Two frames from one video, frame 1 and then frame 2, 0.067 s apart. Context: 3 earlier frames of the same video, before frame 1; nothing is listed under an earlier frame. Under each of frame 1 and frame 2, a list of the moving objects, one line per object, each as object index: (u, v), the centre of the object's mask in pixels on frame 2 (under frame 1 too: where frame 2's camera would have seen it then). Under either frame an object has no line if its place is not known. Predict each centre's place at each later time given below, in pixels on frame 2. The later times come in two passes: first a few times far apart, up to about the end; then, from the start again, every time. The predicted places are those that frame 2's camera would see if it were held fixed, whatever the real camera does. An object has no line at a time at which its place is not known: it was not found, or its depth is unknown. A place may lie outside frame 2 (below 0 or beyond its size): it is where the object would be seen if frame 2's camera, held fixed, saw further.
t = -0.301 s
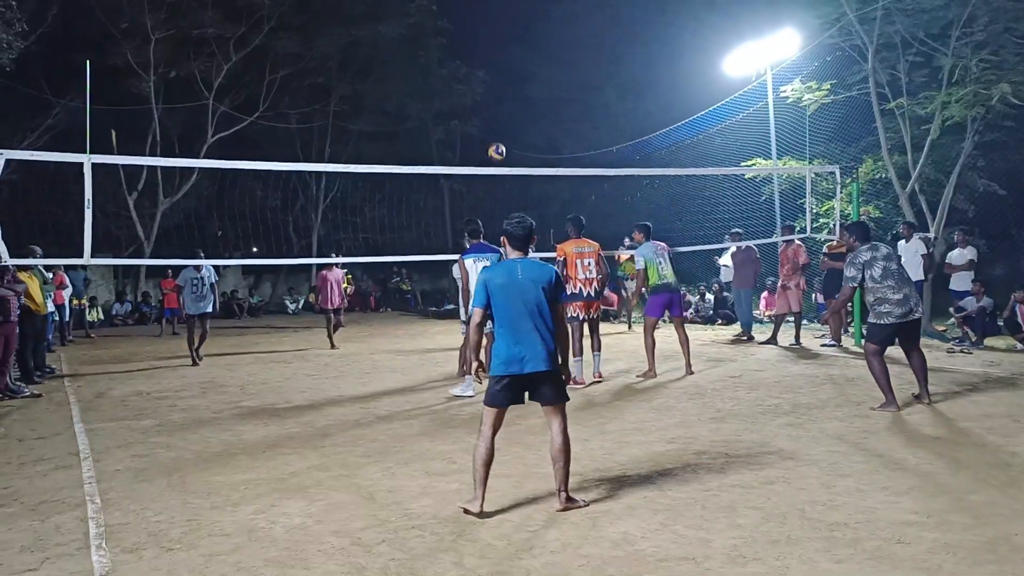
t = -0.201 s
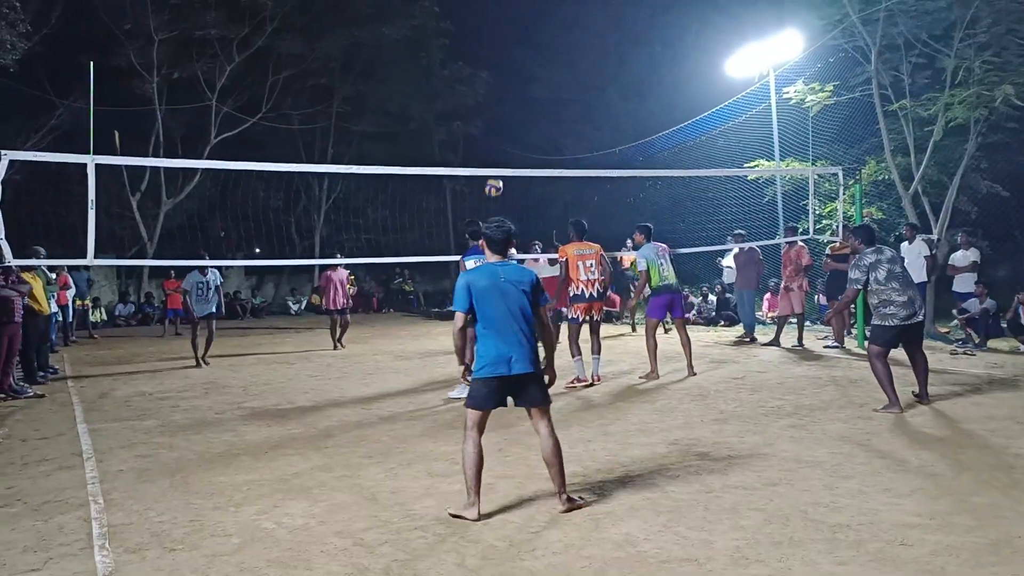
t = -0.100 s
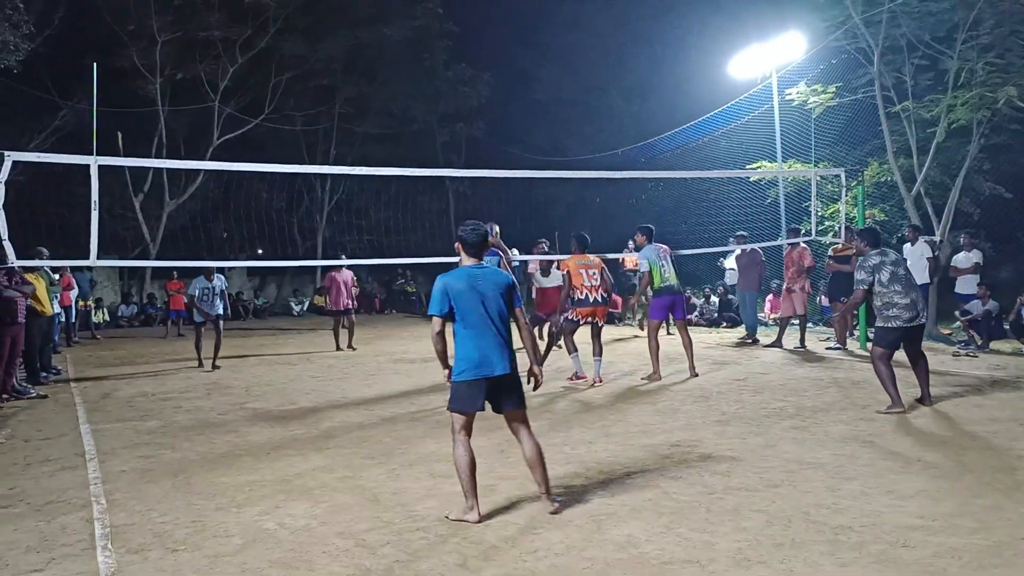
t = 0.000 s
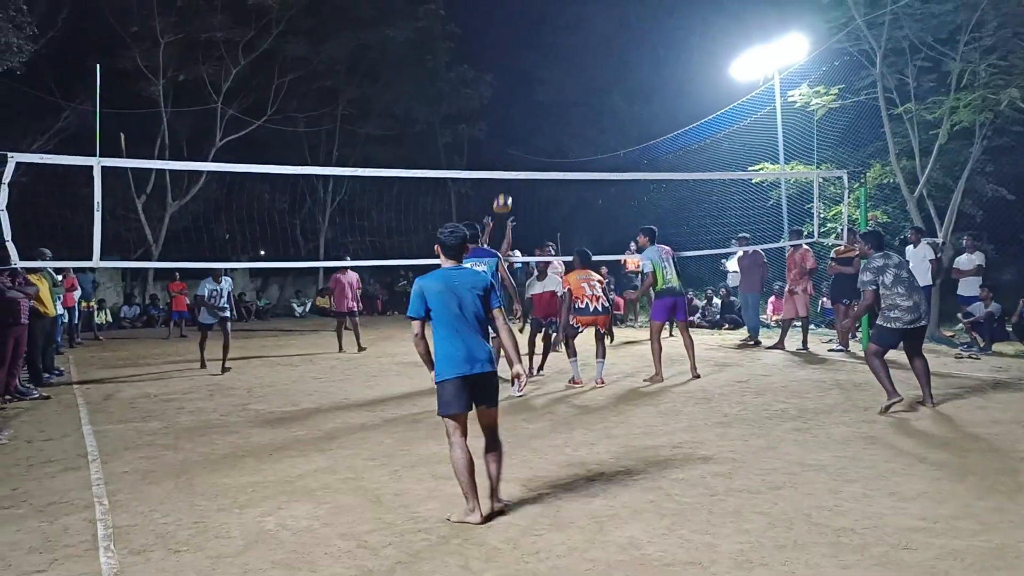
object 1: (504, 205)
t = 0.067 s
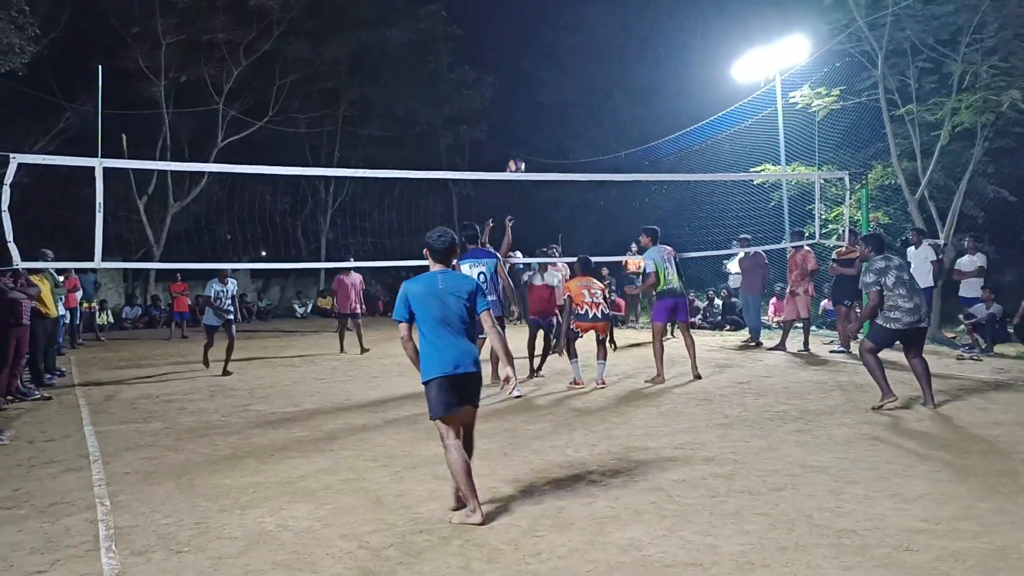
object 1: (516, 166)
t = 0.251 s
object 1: (546, 90)
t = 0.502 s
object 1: (585, 30)
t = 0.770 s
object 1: (622, 23)
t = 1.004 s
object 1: (655, 60)
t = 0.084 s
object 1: (518, 160)
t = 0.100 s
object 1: (521, 152)
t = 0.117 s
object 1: (524, 144)
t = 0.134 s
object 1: (527, 136)
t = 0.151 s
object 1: (529, 129)
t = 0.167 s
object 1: (532, 122)
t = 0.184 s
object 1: (535, 115)
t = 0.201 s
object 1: (538, 108)
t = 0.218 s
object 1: (541, 101)
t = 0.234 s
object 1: (543, 96)
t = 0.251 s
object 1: (546, 90)
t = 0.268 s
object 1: (549, 84)
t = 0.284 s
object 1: (551, 79)
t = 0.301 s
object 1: (554, 73)
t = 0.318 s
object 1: (557, 68)
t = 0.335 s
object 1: (559, 64)
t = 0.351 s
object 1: (561, 59)
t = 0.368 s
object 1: (564, 55)
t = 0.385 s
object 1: (567, 51)
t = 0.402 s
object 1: (569, 47)
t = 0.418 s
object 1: (572, 44)
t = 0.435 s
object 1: (574, 41)
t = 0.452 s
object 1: (577, 38)
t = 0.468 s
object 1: (579, 35)
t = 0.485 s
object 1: (582, 33)
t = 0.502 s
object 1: (585, 30)
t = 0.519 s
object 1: (587, 28)
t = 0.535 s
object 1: (590, 26)
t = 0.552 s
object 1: (592, 25)
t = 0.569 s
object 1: (594, 23)
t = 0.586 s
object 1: (597, 21)
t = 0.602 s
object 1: (599, 21)
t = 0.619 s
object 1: (602, 20)
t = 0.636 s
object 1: (604, 19)
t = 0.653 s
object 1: (606, 19)
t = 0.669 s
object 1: (609, 19)
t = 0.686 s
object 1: (611, 19)
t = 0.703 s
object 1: (613, 20)
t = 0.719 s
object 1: (615, 20)
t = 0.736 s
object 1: (618, 20)
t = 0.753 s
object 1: (620, 22)
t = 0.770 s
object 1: (622, 23)
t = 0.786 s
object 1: (625, 24)
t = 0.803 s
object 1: (627, 26)
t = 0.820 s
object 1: (629, 28)
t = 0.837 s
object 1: (632, 30)
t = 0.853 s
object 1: (634, 32)
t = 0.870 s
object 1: (637, 34)
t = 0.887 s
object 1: (639, 37)
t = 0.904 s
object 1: (641, 40)
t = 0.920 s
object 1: (644, 43)
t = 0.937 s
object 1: (646, 46)
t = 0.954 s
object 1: (648, 49)
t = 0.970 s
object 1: (650, 53)
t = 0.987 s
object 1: (653, 56)
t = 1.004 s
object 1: (655, 60)
